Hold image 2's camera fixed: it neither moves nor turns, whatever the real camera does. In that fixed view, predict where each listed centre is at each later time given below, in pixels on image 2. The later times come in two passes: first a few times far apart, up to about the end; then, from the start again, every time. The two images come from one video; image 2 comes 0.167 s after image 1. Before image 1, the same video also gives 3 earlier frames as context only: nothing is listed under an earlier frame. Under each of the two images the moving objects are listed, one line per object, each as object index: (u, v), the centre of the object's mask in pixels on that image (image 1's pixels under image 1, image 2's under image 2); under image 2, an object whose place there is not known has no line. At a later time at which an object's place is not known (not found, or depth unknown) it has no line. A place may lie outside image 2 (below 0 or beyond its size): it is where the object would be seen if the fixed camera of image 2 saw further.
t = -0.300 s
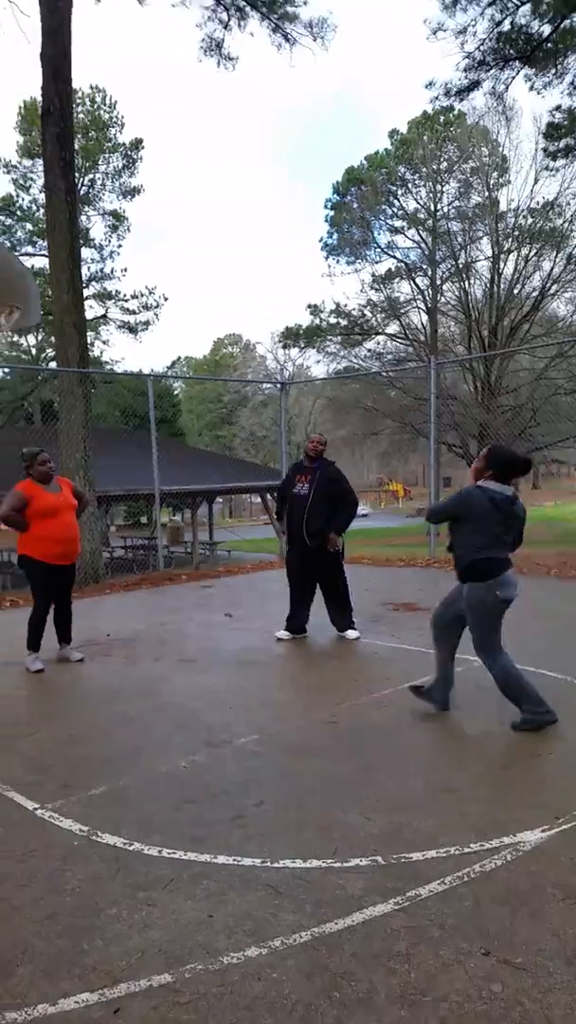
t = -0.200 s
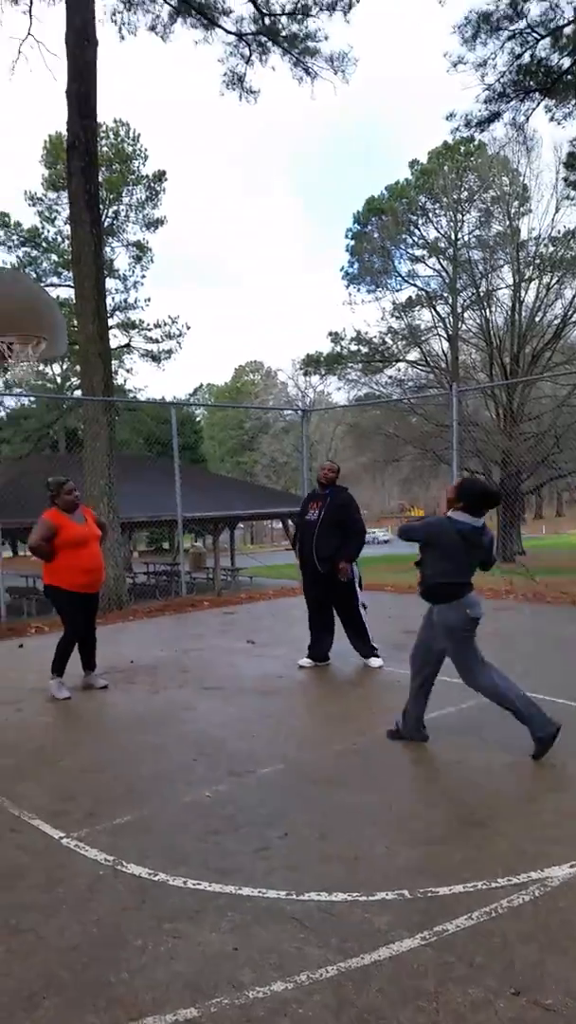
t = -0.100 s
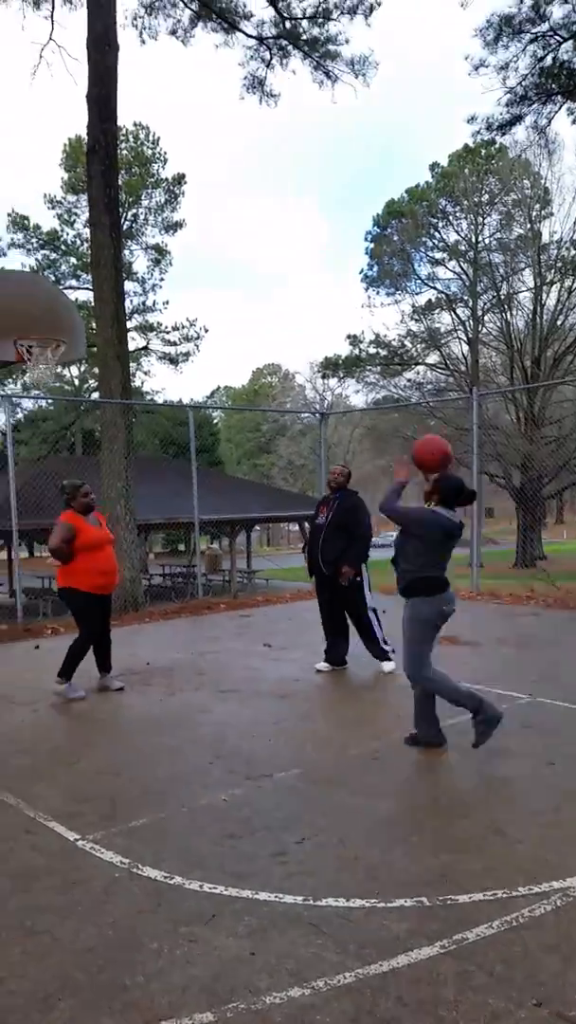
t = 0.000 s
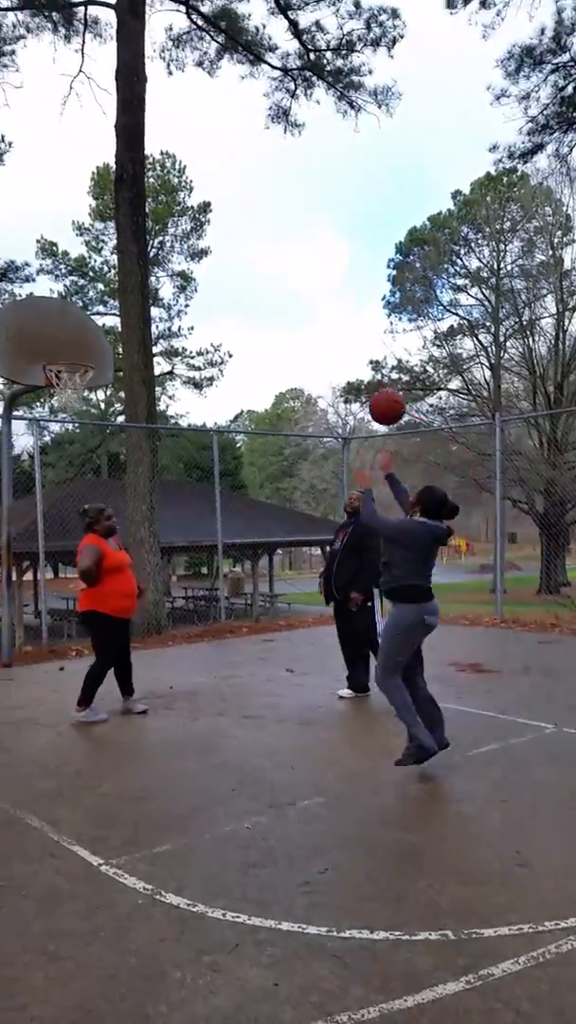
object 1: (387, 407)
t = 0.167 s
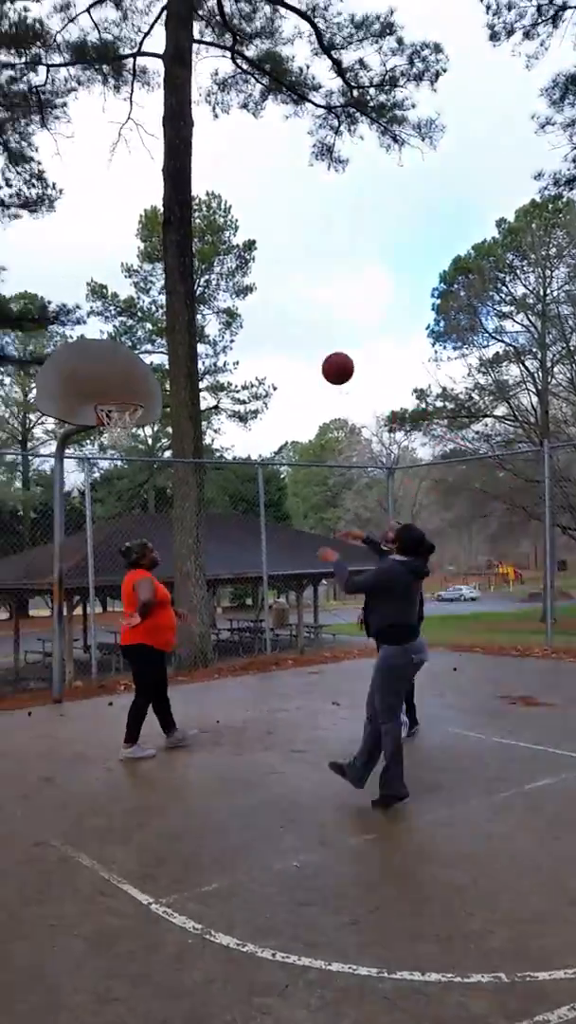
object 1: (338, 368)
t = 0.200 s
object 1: (320, 361)
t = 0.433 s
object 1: (224, 355)
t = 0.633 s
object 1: (164, 395)
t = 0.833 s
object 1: (168, 468)
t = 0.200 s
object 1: (320, 361)
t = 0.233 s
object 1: (304, 358)
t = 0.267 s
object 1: (289, 357)
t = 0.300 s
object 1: (276, 353)
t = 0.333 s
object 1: (262, 348)
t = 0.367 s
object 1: (249, 349)
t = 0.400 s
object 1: (237, 352)
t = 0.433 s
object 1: (224, 355)
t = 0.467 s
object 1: (213, 361)
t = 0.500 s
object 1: (204, 366)
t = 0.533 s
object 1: (193, 371)
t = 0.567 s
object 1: (183, 377)
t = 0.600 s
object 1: (173, 387)
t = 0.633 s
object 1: (164, 395)
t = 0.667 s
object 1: (155, 403)
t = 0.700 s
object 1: (149, 415)
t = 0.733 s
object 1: (154, 428)
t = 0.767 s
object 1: (158, 439)
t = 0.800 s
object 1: (164, 452)
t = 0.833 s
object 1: (168, 468)
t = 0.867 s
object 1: (172, 484)
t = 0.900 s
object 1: (177, 501)
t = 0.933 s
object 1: (182, 519)
